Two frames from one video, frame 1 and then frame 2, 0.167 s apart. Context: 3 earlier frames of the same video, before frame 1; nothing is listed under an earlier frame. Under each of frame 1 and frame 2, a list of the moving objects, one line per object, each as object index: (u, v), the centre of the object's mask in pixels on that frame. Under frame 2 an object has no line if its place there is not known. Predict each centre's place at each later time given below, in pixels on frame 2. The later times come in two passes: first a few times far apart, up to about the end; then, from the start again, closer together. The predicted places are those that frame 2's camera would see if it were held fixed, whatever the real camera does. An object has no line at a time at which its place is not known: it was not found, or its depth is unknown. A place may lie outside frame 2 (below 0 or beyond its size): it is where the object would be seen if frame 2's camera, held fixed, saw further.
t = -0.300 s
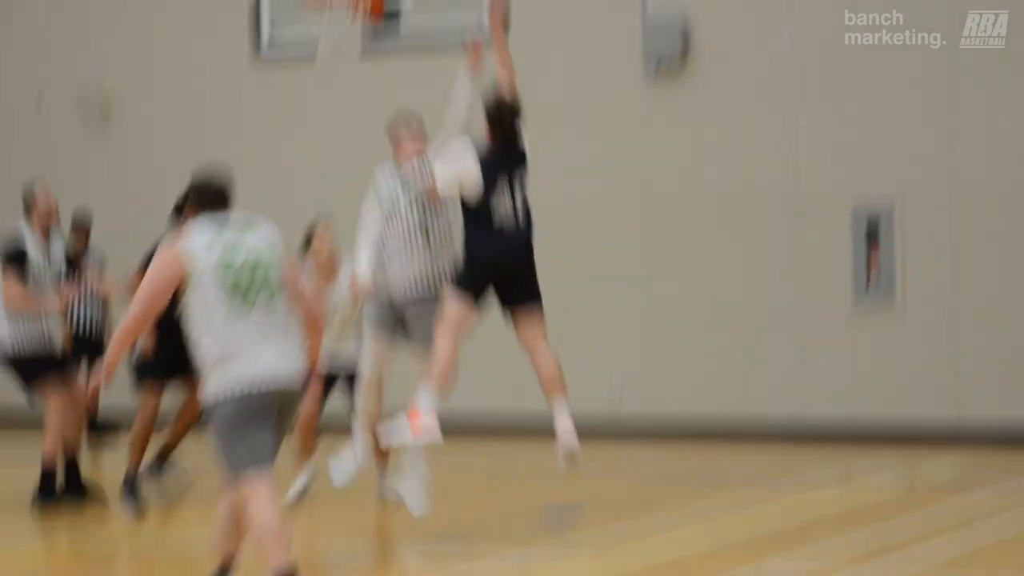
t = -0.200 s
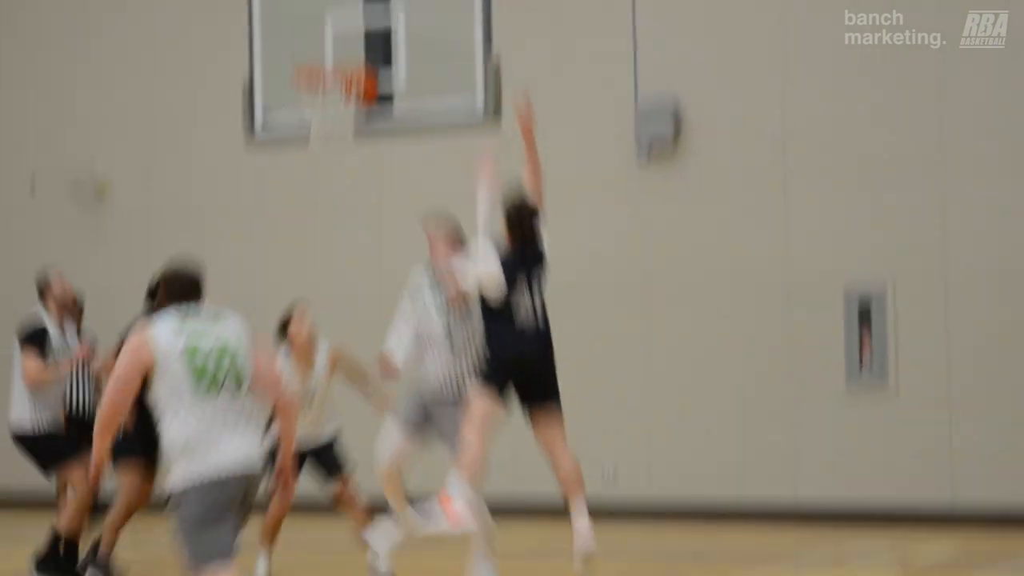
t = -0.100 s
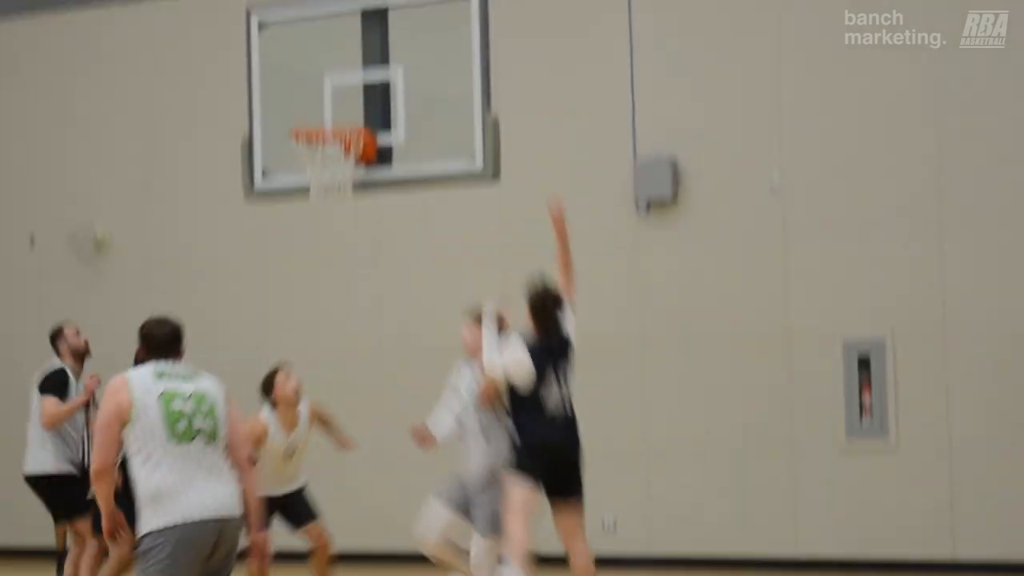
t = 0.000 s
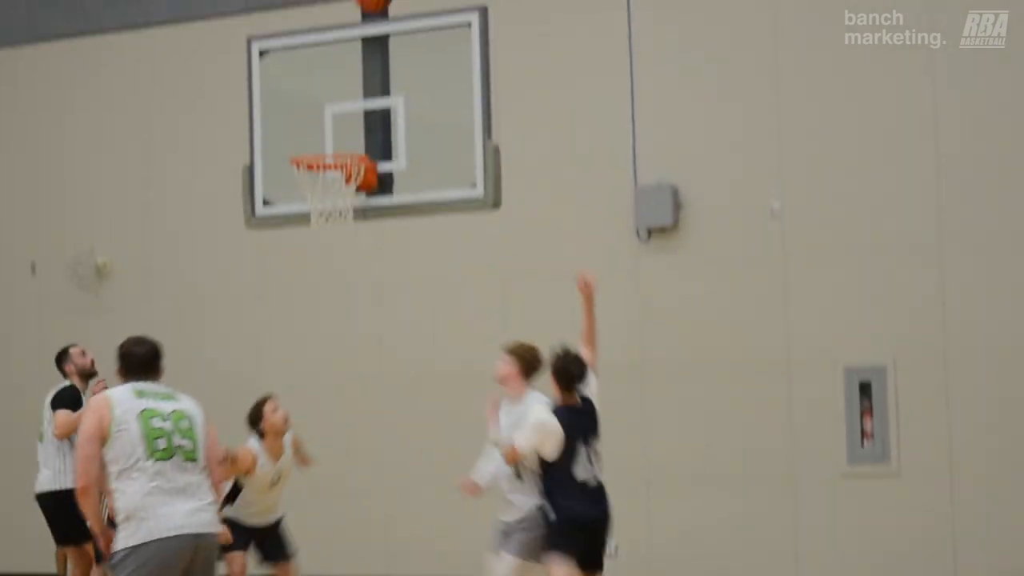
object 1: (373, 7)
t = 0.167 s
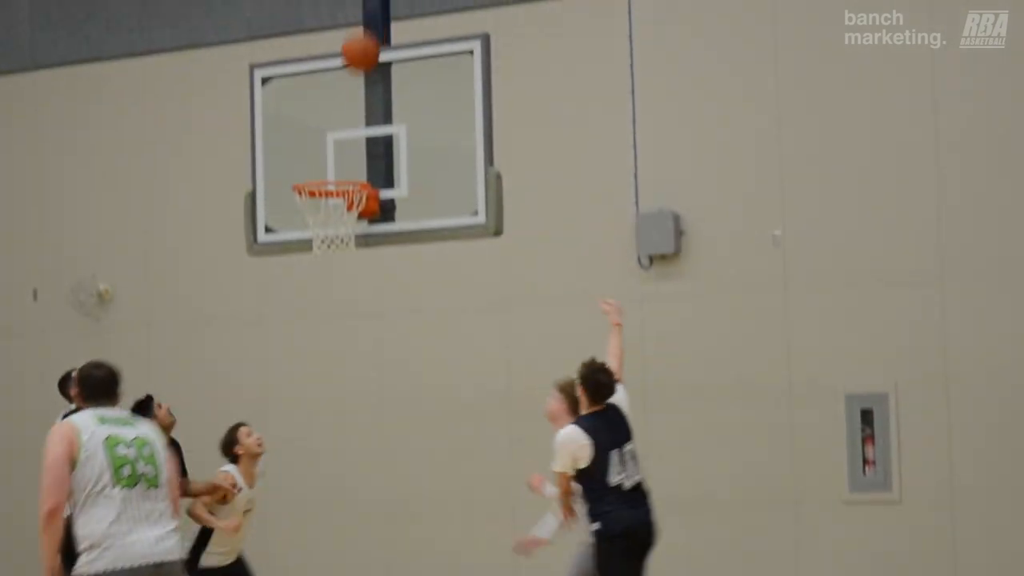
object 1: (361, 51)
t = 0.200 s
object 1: (357, 64)
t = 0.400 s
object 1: (342, 166)
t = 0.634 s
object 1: (312, 296)
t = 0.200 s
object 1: (357, 64)
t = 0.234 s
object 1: (354, 77)
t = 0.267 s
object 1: (351, 92)
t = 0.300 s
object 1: (349, 108)
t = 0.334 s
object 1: (347, 128)
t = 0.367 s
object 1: (345, 148)
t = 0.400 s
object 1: (342, 166)
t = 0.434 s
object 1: (340, 191)
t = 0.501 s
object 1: (329, 225)
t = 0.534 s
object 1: (323, 241)
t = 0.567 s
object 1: (319, 258)
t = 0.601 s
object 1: (316, 276)
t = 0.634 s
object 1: (312, 296)
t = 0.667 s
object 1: (308, 318)
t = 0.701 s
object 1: (305, 343)
